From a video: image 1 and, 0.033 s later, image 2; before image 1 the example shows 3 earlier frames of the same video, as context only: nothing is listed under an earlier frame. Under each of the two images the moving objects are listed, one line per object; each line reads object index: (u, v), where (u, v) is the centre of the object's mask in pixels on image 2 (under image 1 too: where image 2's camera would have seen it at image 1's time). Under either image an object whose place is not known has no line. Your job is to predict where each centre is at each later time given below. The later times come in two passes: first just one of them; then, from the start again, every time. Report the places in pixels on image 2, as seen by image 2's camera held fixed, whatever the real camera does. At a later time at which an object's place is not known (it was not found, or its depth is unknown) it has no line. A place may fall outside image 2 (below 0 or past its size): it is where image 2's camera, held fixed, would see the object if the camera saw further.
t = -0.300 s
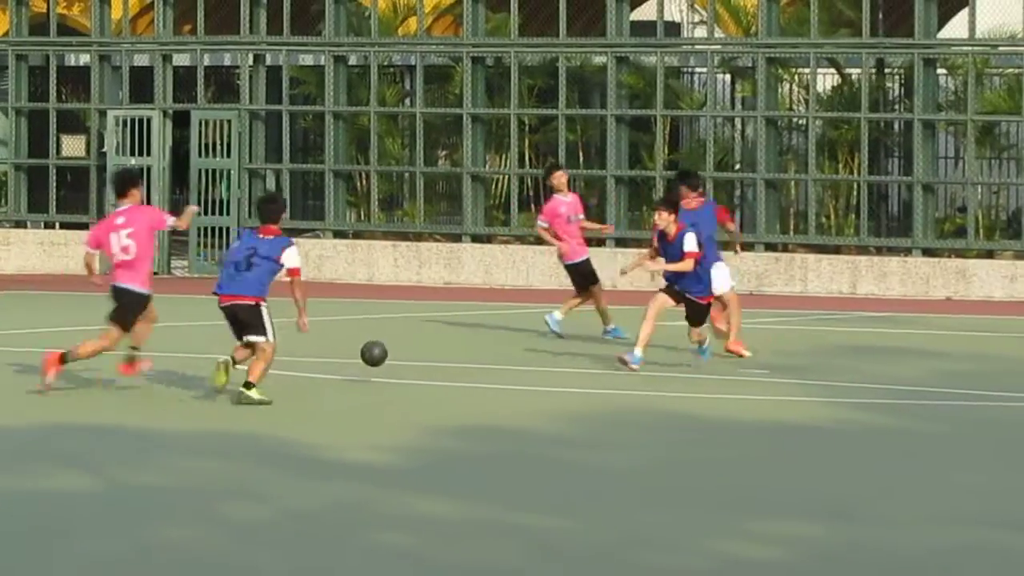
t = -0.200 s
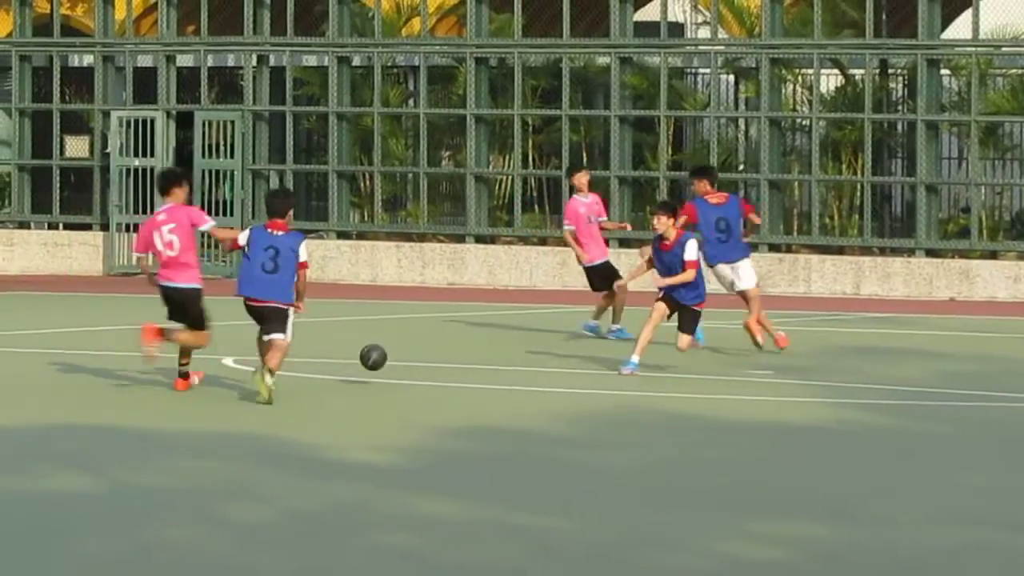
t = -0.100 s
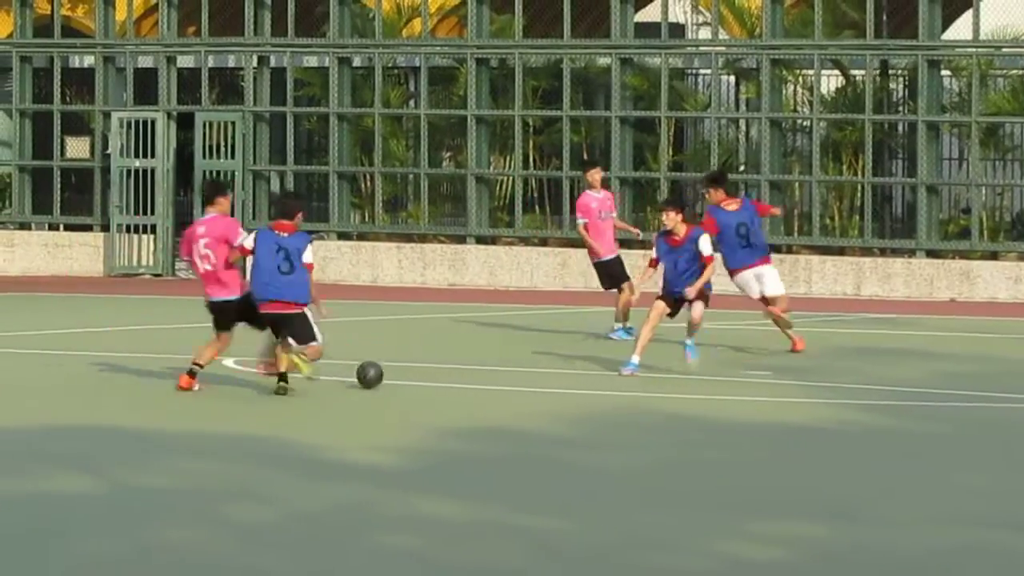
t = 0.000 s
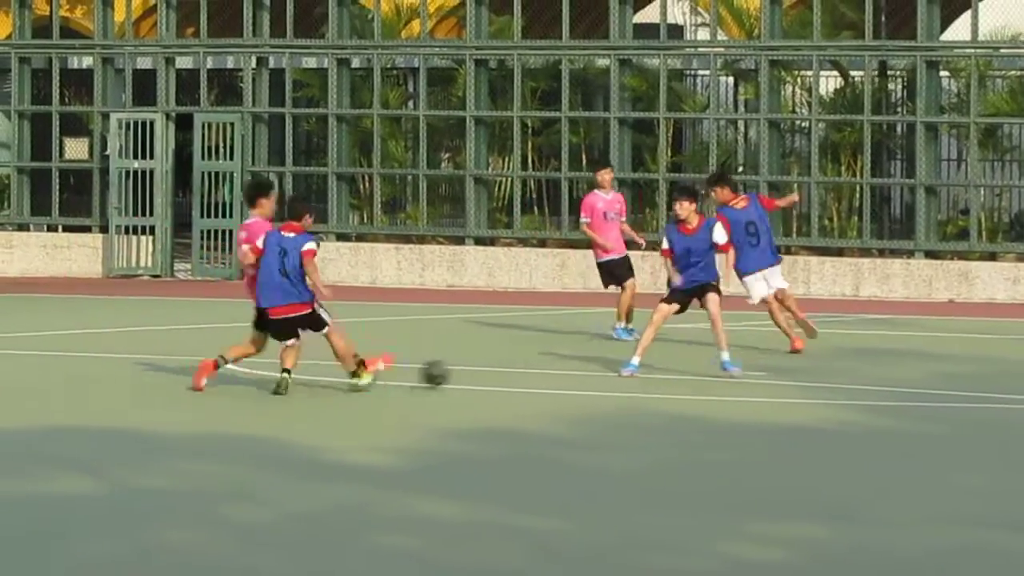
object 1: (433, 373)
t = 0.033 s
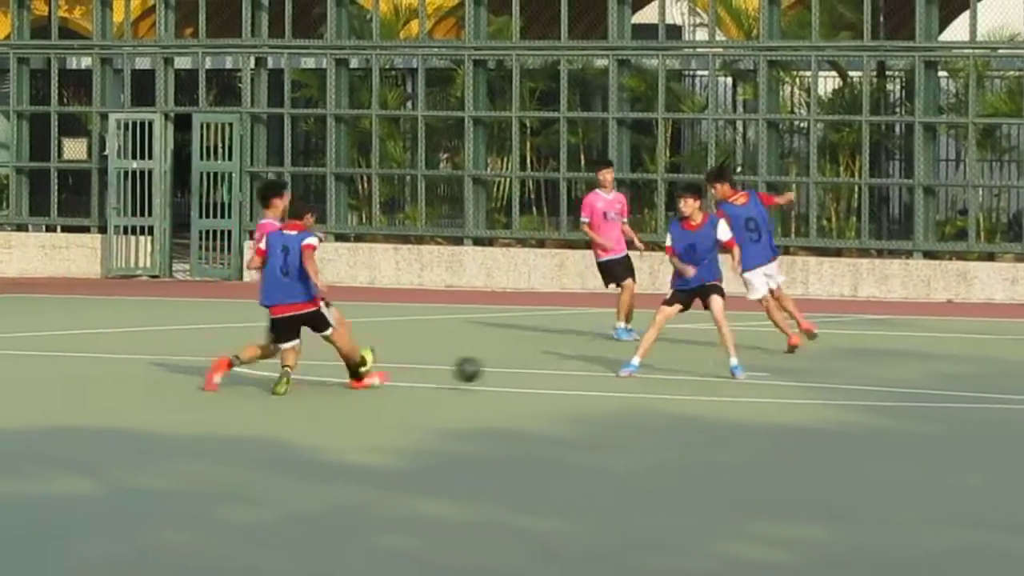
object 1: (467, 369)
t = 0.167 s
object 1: (603, 364)
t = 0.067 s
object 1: (502, 365)
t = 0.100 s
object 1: (536, 364)
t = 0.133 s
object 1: (569, 364)
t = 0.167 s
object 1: (603, 364)
